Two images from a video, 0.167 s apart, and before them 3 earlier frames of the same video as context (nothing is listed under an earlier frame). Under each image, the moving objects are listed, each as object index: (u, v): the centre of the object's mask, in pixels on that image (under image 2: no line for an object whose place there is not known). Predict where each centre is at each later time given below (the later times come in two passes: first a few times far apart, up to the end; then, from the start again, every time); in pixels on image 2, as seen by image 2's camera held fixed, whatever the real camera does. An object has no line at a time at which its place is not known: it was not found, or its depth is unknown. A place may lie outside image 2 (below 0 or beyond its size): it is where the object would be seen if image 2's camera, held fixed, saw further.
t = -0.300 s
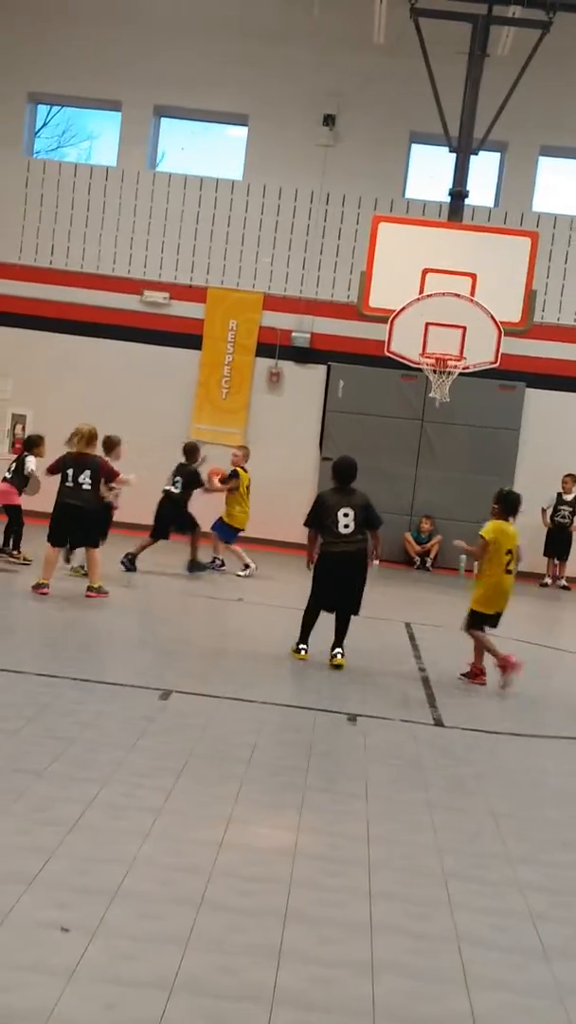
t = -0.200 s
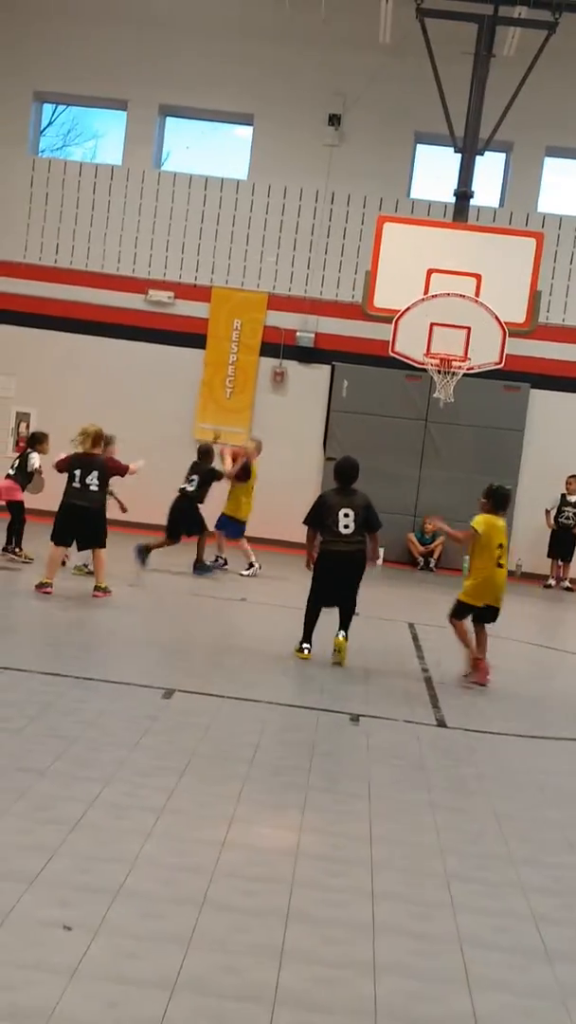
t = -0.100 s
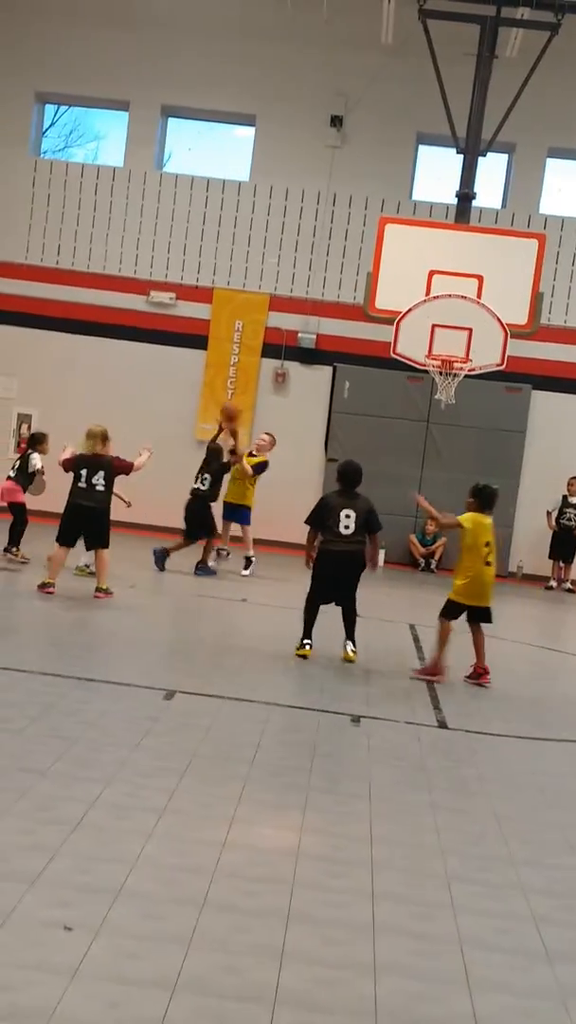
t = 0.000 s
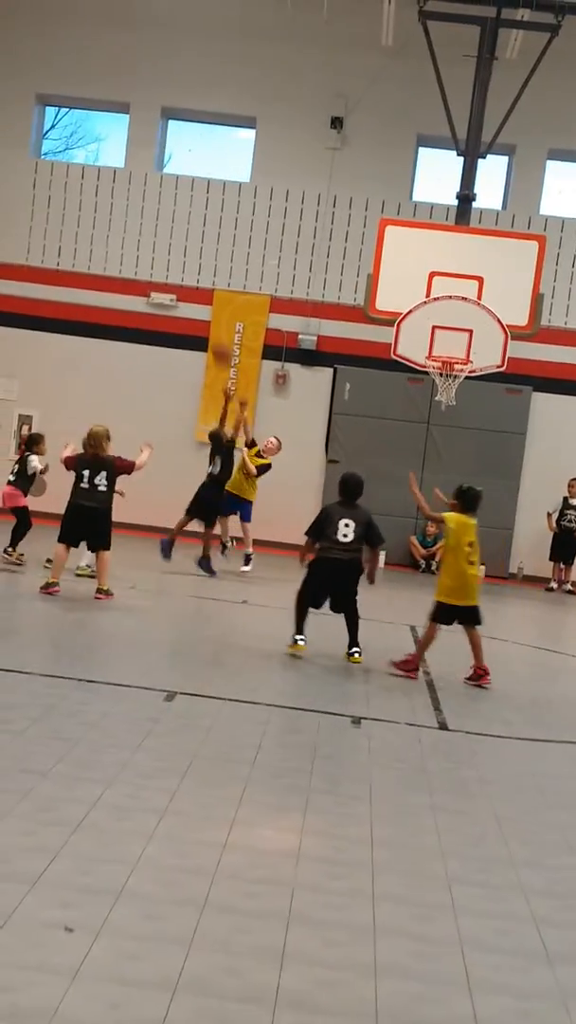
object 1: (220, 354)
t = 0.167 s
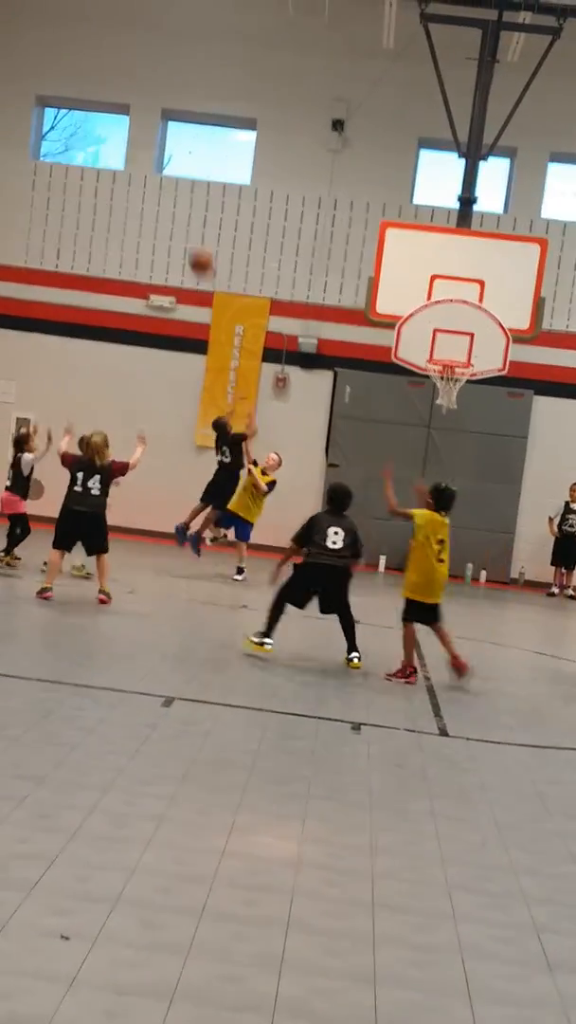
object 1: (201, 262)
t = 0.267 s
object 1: (185, 217)
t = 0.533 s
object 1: (131, 135)
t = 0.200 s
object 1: (195, 245)
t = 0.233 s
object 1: (191, 230)
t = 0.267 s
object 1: (185, 217)
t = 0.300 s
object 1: (180, 202)
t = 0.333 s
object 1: (173, 191)
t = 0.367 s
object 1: (167, 180)
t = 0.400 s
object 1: (160, 167)
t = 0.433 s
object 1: (152, 158)
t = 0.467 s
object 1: (145, 148)
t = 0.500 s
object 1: (139, 141)
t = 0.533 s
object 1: (131, 135)
